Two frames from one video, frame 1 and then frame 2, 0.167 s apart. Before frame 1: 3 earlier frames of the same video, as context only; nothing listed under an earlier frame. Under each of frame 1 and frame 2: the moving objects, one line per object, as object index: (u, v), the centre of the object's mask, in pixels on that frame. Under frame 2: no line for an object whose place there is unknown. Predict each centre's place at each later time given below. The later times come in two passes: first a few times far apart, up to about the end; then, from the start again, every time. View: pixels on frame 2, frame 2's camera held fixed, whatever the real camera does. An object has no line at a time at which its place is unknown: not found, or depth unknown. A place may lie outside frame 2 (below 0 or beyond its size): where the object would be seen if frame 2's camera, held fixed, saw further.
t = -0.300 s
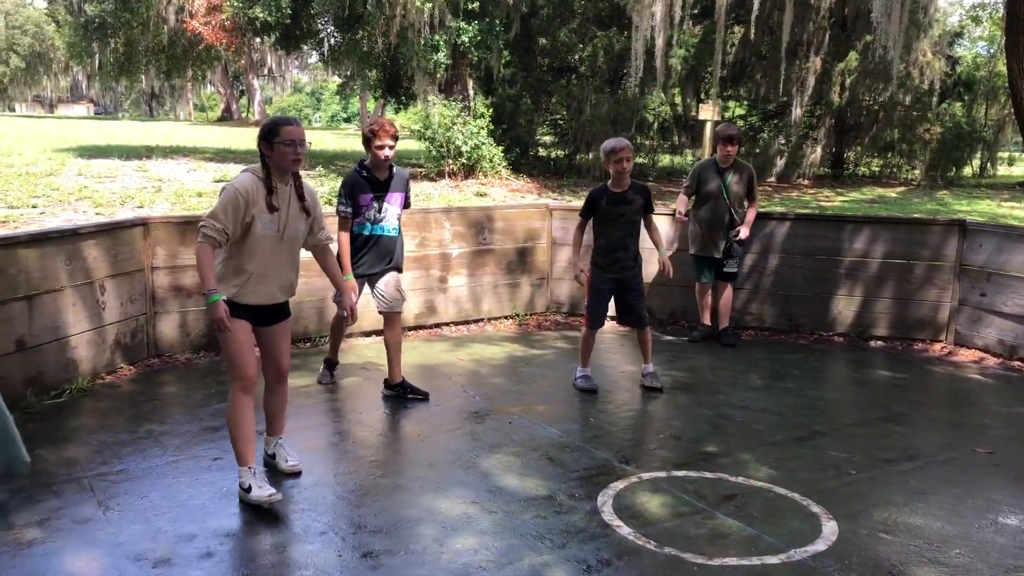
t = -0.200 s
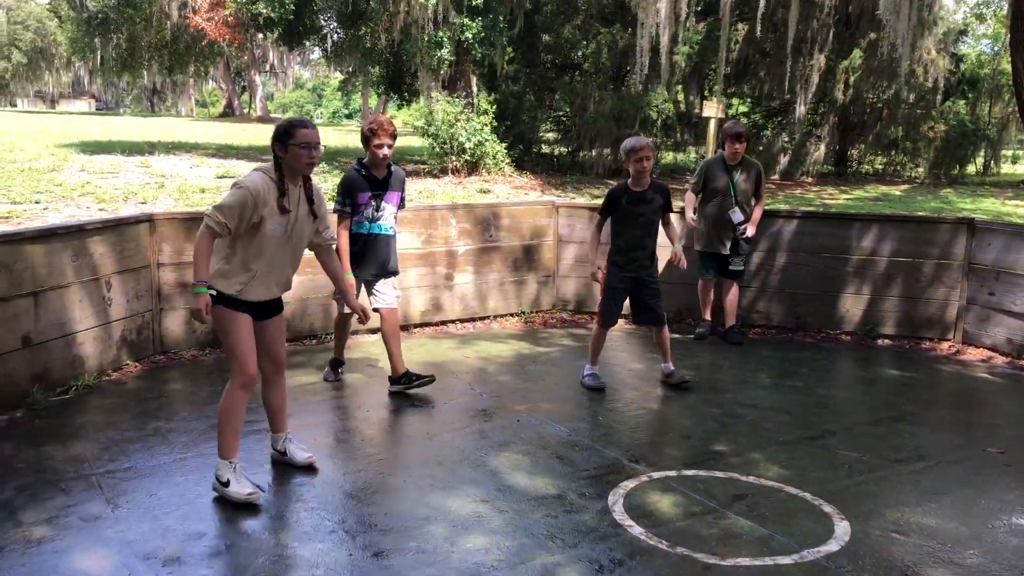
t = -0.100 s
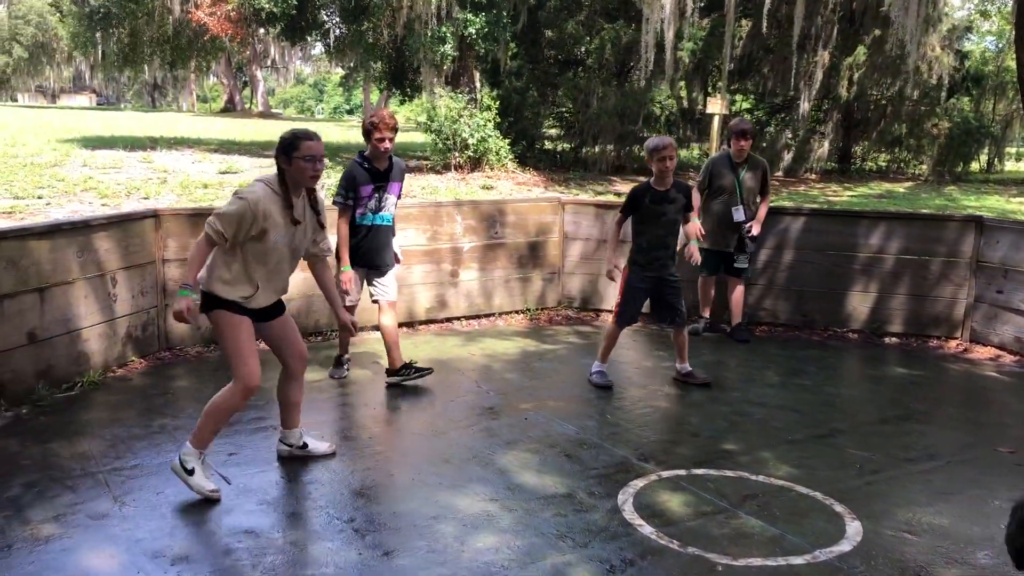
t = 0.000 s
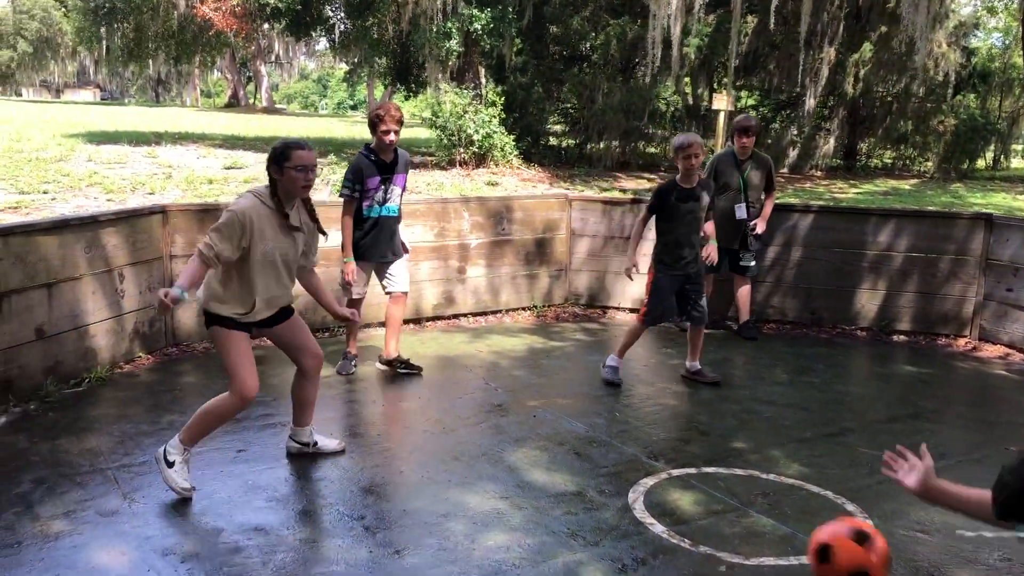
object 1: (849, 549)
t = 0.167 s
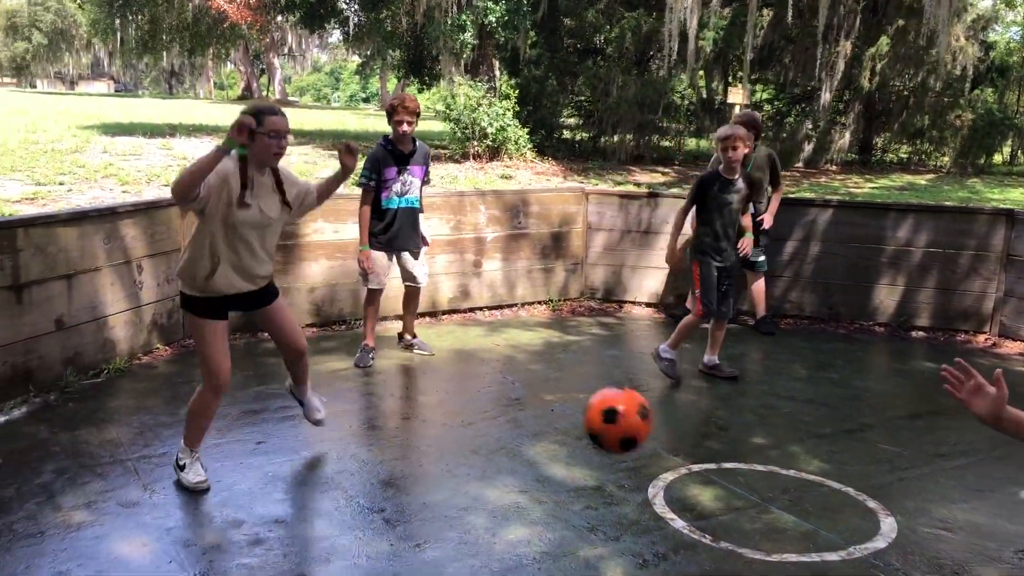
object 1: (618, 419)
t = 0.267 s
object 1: (495, 394)
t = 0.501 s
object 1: (268, 445)
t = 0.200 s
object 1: (574, 408)
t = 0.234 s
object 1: (534, 399)
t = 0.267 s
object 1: (495, 394)
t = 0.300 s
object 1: (457, 393)
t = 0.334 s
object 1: (421, 395)
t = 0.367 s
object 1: (387, 400)
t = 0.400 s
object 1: (355, 407)
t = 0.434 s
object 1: (324, 417)
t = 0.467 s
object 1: (295, 430)
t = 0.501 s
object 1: (268, 445)
